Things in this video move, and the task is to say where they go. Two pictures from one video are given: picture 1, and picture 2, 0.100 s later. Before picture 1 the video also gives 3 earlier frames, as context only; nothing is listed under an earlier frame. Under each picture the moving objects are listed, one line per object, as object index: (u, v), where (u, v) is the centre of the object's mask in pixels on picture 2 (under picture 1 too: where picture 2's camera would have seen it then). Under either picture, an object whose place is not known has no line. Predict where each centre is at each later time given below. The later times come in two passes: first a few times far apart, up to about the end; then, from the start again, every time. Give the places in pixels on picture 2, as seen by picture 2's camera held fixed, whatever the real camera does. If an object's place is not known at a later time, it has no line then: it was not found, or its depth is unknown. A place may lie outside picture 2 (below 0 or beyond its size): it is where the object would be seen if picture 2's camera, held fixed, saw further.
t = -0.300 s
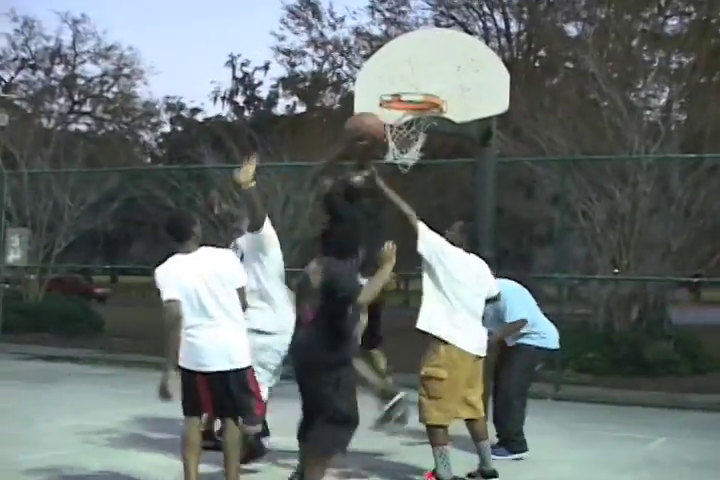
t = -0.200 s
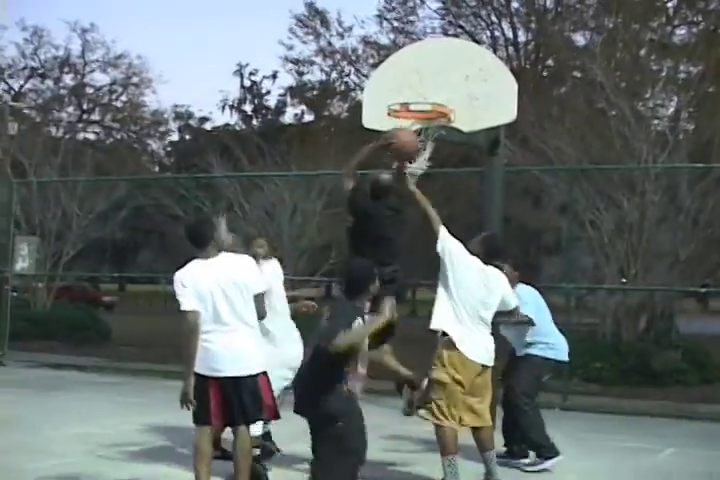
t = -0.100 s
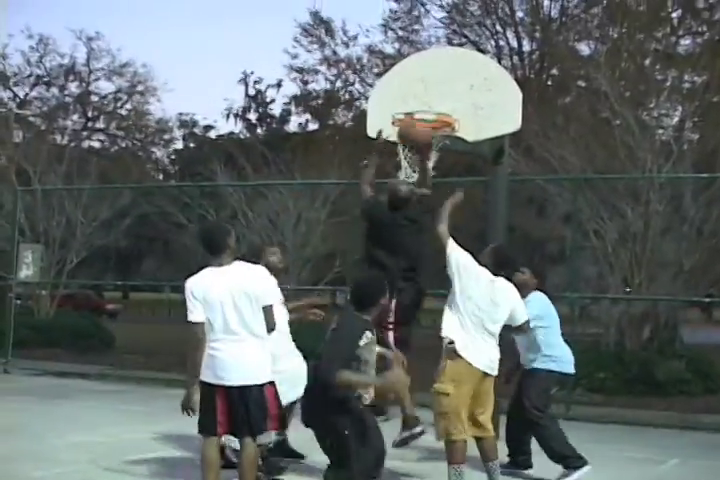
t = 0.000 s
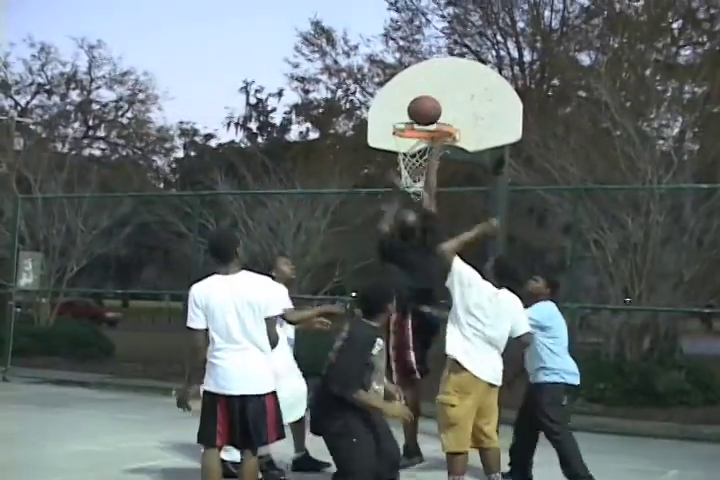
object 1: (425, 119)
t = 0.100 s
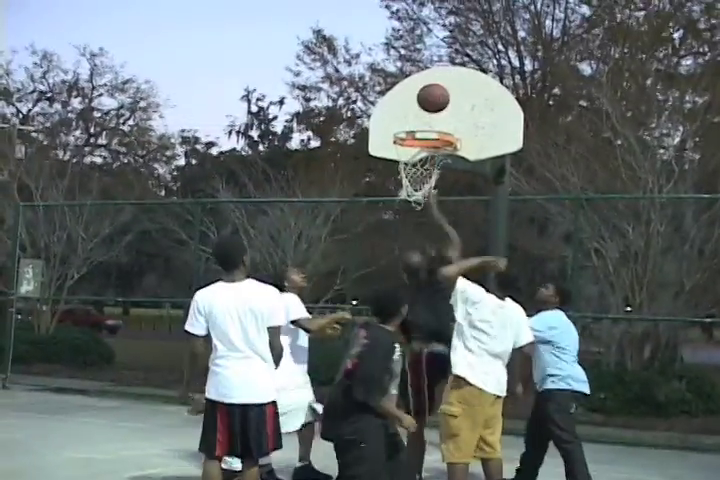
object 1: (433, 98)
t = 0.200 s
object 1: (440, 90)
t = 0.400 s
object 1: (450, 108)
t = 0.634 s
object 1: (456, 114)
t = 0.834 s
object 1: (437, 119)
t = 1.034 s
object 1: (418, 165)
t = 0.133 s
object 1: (435, 94)
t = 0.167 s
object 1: (438, 91)
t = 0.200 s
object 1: (440, 90)
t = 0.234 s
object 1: (441, 90)
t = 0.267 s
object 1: (444, 91)
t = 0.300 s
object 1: (445, 94)
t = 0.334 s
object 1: (447, 97)
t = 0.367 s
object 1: (449, 102)
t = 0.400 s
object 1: (450, 108)
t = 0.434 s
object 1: (452, 115)
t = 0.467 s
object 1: (453, 122)
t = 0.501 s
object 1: (454, 118)
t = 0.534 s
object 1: (455, 116)
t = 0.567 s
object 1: (455, 114)
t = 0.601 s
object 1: (456, 114)
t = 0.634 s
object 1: (456, 114)
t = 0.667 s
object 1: (452, 112)
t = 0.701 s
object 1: (450, 111)
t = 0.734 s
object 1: (446, 111)
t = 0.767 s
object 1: (443, 112)
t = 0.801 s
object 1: (440, 114)
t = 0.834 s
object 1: (437, 119)
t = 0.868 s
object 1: (433, 123)
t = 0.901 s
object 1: (429, 128)
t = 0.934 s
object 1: (427, 137)
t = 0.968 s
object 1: (424, 144)
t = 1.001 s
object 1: (422, 155)
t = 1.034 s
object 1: (418, 165)
